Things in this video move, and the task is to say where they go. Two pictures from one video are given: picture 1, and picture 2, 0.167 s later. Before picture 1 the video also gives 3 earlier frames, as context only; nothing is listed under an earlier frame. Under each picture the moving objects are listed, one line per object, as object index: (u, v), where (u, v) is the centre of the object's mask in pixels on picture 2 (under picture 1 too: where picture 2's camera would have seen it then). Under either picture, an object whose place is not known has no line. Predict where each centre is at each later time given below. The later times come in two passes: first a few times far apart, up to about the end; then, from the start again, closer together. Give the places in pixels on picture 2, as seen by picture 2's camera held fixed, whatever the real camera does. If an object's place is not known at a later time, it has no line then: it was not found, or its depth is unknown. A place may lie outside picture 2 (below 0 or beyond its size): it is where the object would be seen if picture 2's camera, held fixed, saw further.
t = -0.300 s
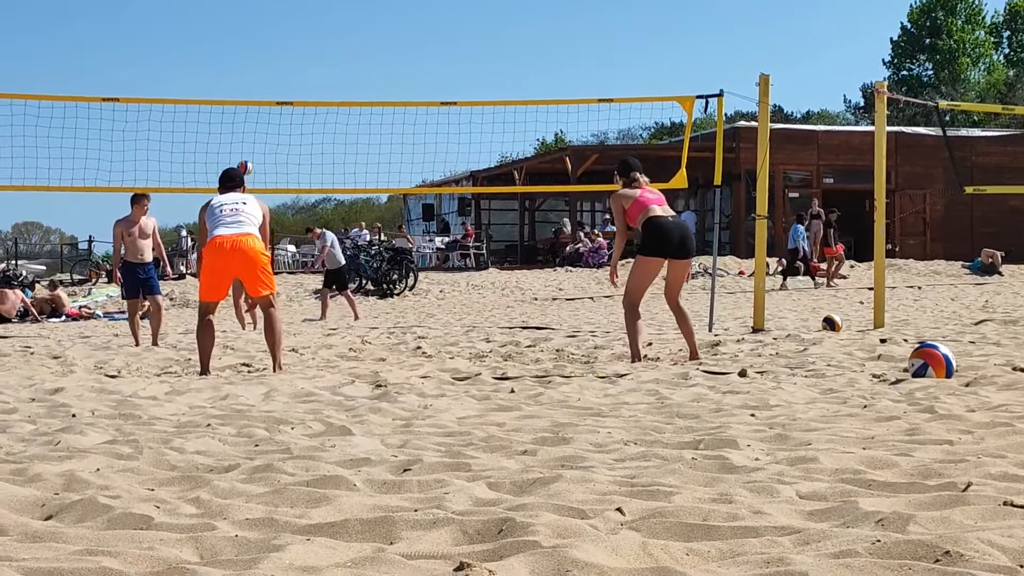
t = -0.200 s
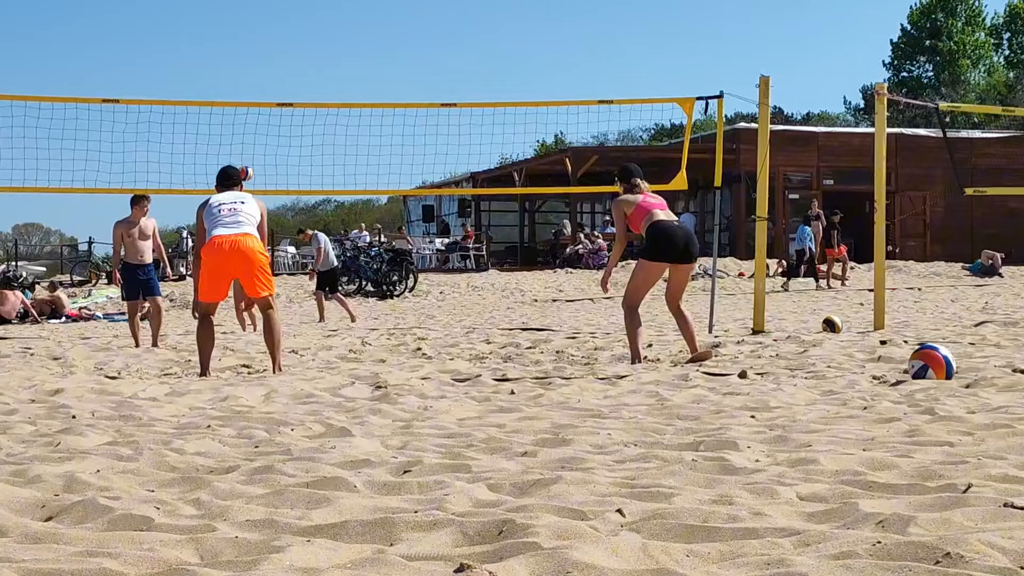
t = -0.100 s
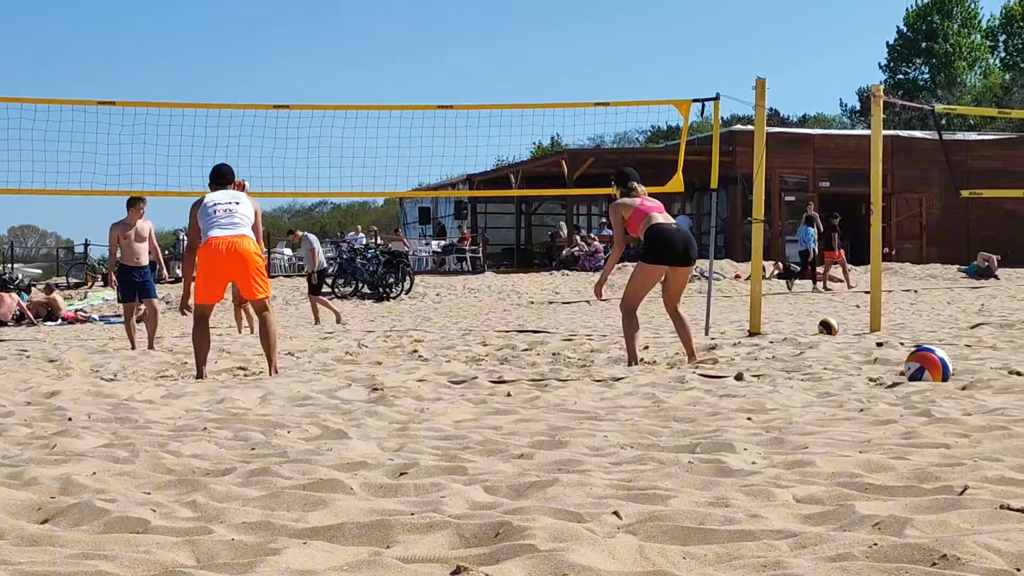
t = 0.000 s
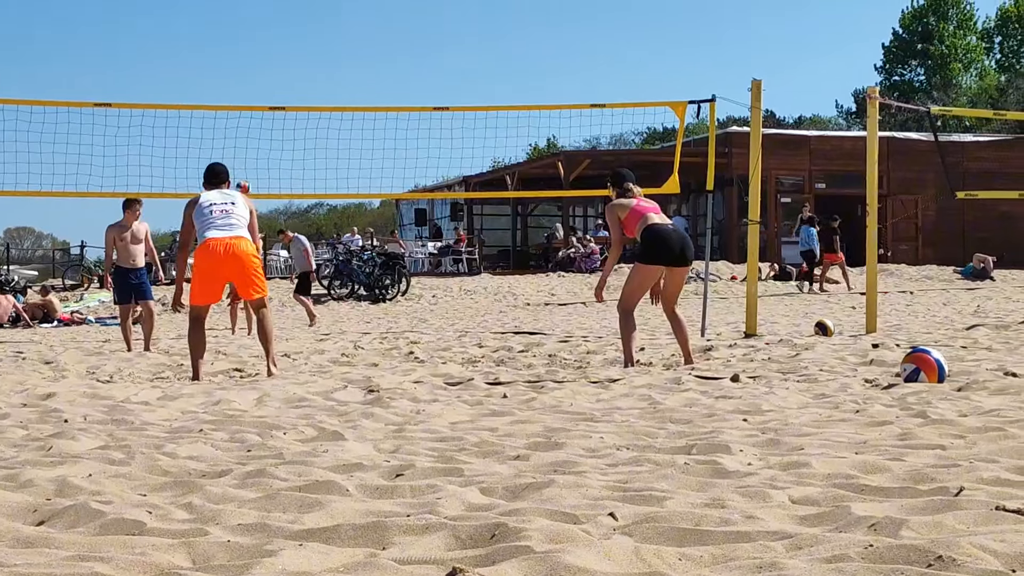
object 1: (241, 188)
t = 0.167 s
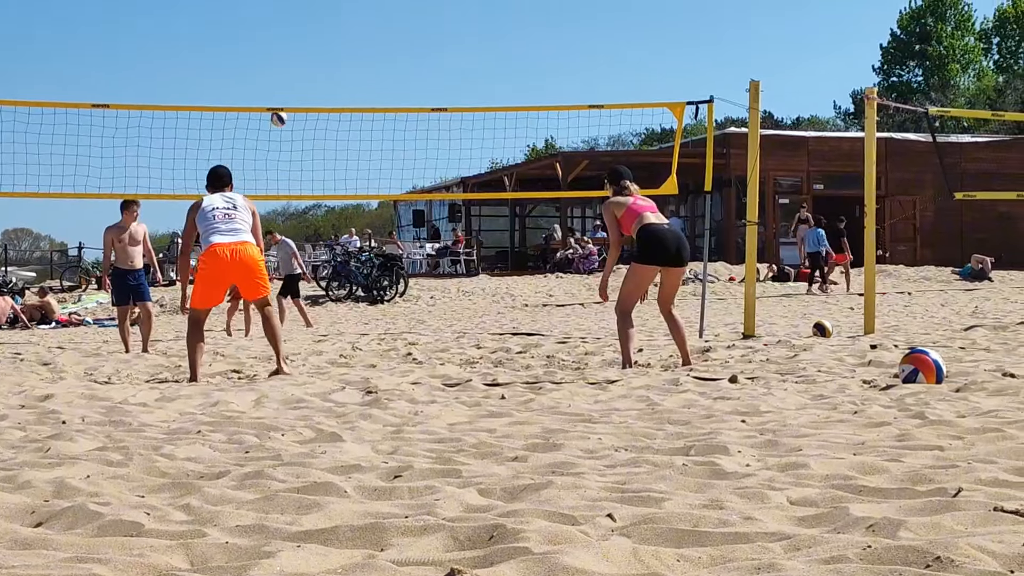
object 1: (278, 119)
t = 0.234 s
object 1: (295, 94)
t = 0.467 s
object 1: (360, 35)
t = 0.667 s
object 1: (419, 19)
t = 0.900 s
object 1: (497, 46)
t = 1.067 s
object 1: (561, 107)
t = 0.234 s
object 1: (295, 94)
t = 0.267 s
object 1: (304, 84)
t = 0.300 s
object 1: (313, 73)
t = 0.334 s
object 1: (322, 64)
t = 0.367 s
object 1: (331, 55)
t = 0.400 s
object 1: (340, 47)
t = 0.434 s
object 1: (350, 40)
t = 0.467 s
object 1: (360, 35)
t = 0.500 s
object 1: (369, 30)
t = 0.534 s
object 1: (379, 26)
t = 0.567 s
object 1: (389, 23)
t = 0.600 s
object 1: (399, 20)
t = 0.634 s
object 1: (408, 19)
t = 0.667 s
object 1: (419, 19)
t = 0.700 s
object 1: (429, 19)
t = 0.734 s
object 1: (440, 20)
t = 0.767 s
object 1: (450, 23)
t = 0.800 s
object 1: (462, 26)
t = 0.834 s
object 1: (474, 32)
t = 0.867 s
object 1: (485, 38)
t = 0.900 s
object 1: (497, 46)
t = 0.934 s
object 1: (509, 55)
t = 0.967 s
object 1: (522, 65)
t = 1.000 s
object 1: (535, 78)
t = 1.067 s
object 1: (561, 107)
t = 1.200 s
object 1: (612, 184)
